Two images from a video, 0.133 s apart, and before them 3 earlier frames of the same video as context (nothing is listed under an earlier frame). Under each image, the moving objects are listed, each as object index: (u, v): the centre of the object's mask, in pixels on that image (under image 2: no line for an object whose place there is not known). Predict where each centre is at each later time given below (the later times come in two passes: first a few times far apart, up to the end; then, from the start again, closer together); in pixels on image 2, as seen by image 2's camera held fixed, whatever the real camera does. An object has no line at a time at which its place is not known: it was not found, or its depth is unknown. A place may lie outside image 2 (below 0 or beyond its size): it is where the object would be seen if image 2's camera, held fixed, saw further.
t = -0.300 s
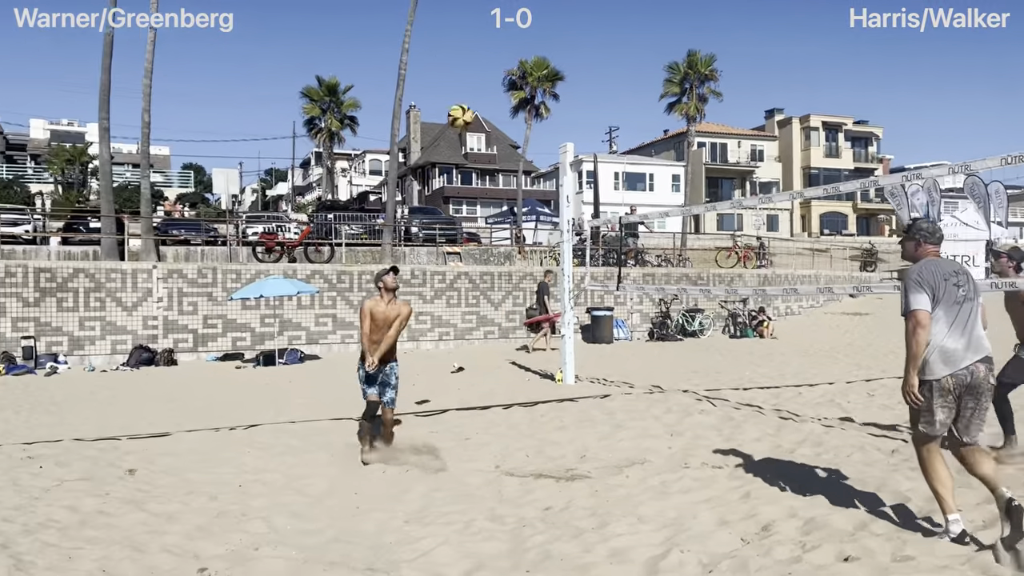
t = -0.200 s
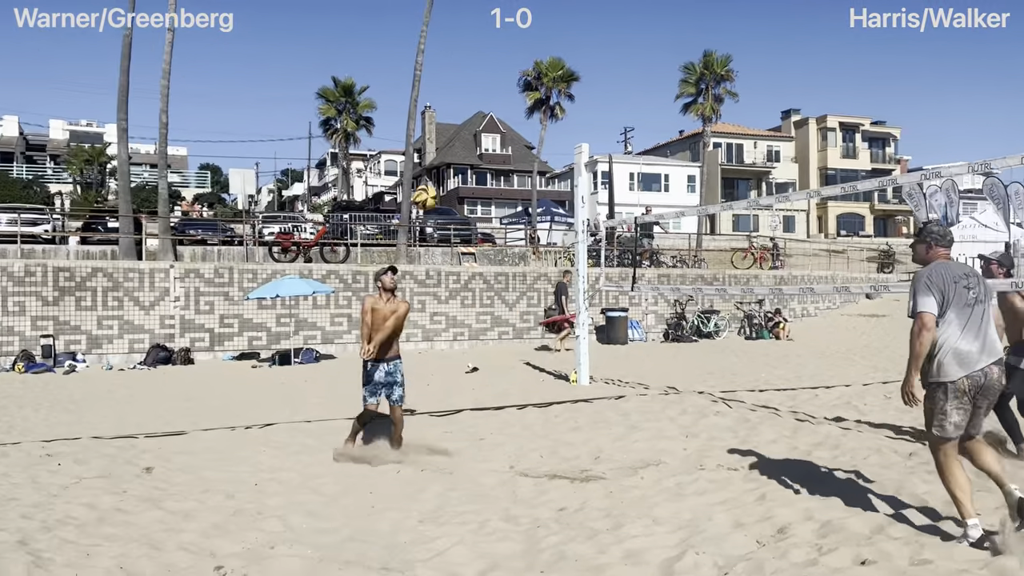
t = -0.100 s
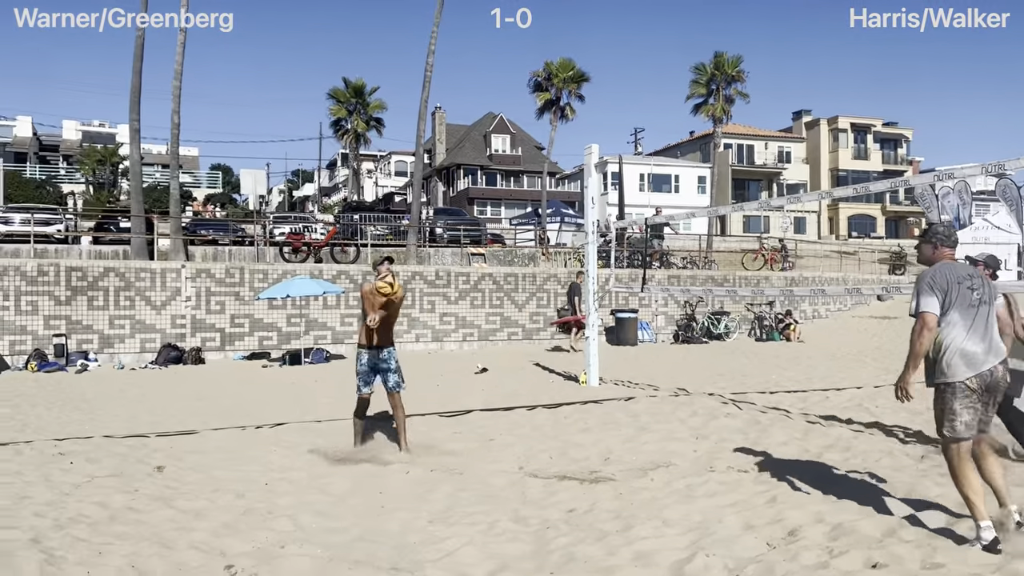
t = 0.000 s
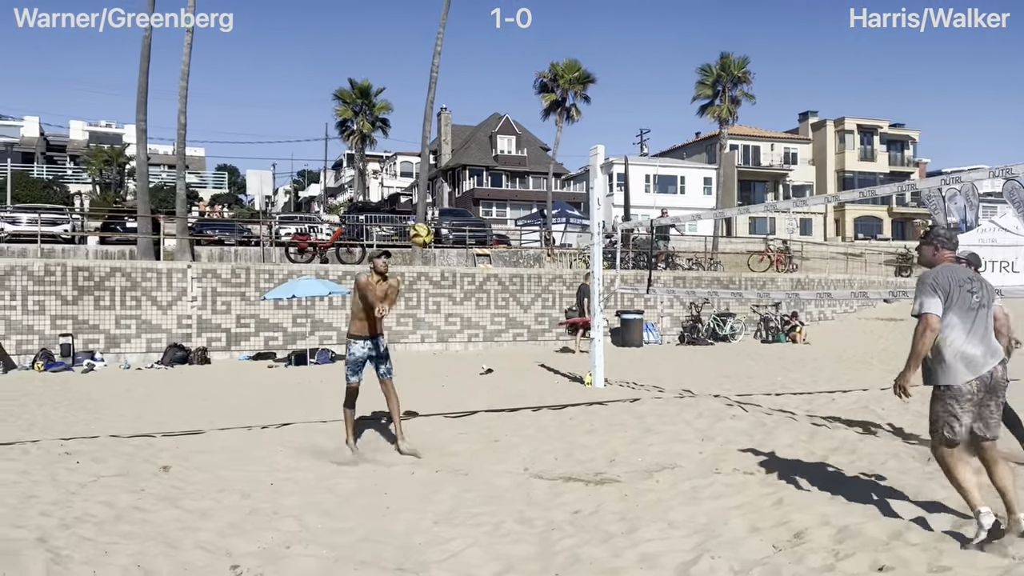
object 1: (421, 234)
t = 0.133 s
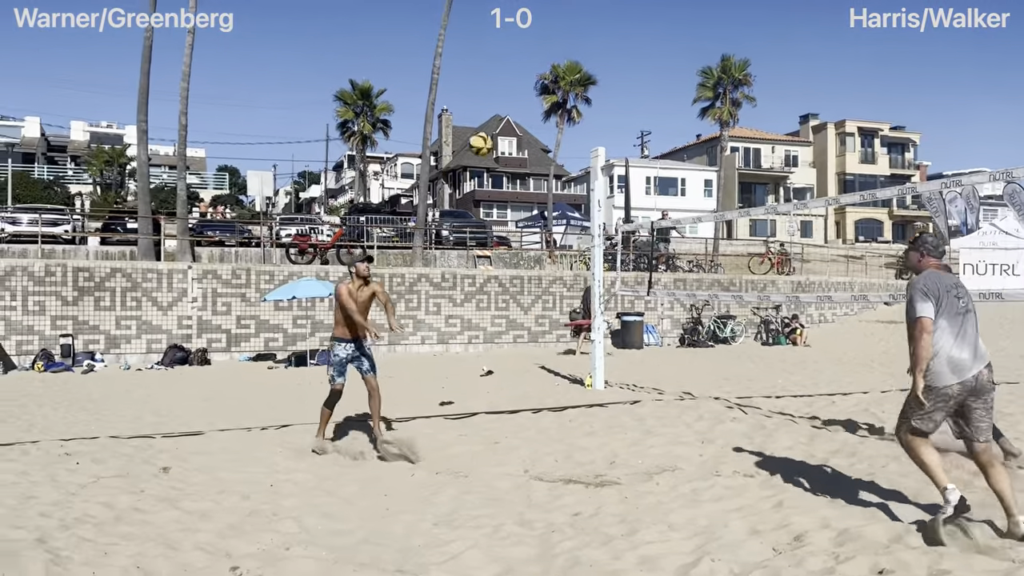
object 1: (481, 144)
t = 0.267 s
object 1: (535, 73)
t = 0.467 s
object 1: (612, 8)
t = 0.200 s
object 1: (508, 106)
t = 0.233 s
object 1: (522, 89)
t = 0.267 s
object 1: (535, 73)
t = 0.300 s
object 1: (549, 59)
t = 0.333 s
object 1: (562, 46)
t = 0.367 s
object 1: (575, 35)
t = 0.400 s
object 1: (587, 24)
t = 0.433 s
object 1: (599, 16)
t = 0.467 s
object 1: (612, 8)
